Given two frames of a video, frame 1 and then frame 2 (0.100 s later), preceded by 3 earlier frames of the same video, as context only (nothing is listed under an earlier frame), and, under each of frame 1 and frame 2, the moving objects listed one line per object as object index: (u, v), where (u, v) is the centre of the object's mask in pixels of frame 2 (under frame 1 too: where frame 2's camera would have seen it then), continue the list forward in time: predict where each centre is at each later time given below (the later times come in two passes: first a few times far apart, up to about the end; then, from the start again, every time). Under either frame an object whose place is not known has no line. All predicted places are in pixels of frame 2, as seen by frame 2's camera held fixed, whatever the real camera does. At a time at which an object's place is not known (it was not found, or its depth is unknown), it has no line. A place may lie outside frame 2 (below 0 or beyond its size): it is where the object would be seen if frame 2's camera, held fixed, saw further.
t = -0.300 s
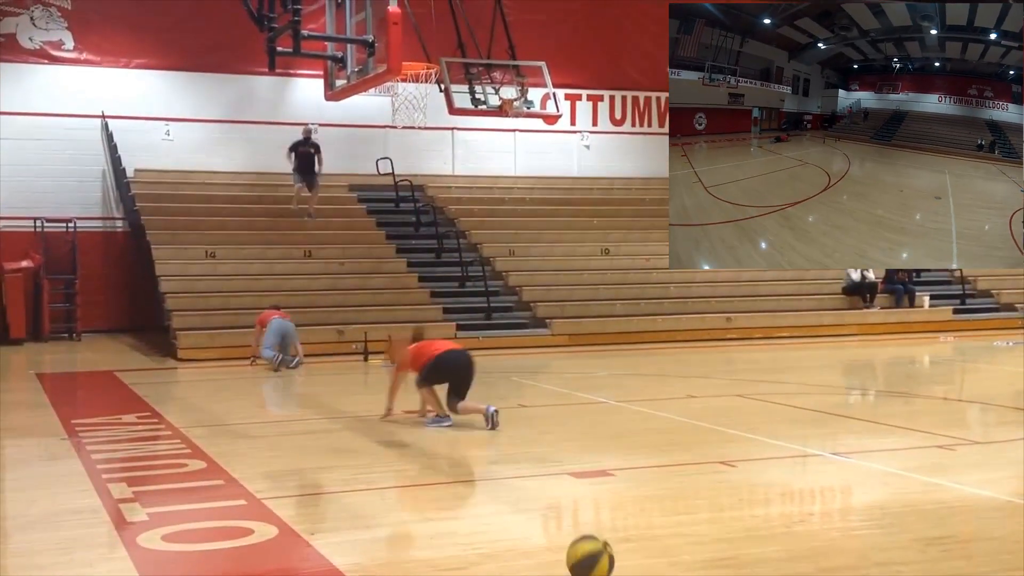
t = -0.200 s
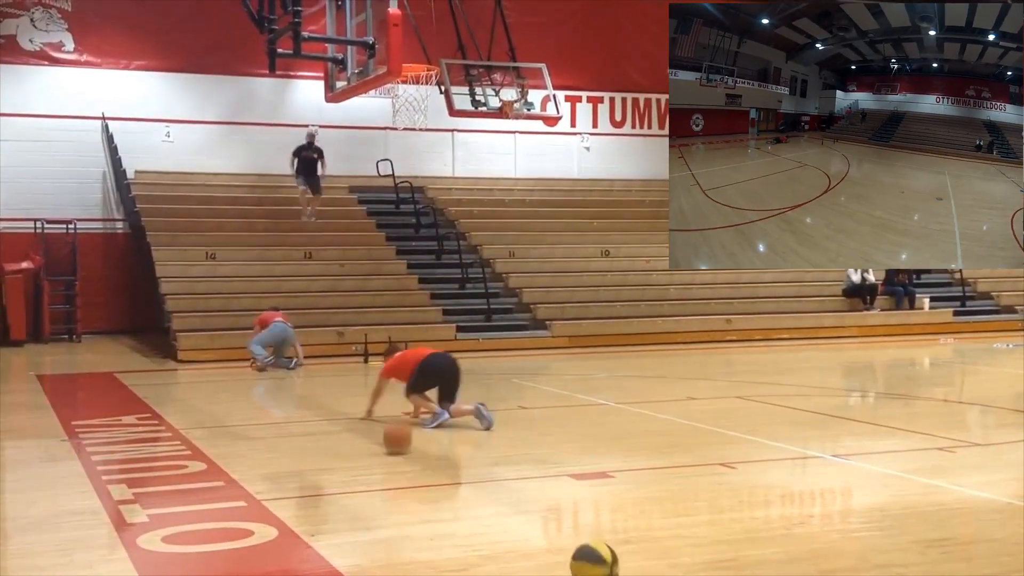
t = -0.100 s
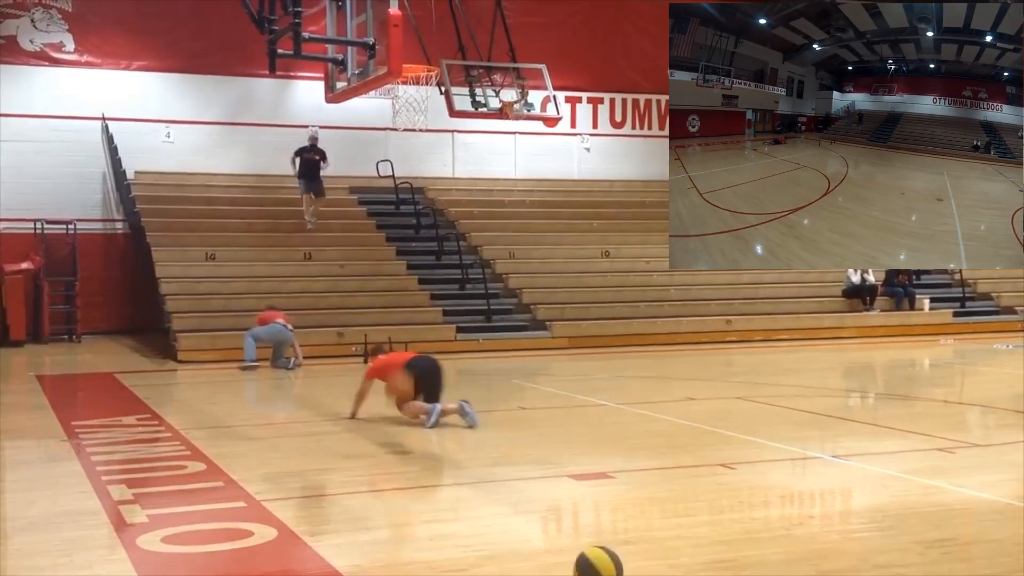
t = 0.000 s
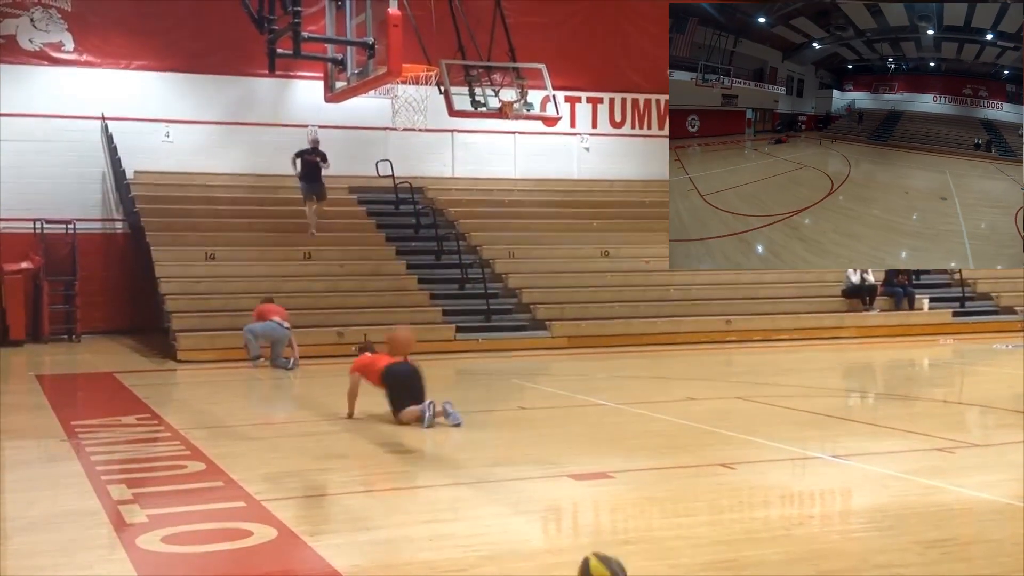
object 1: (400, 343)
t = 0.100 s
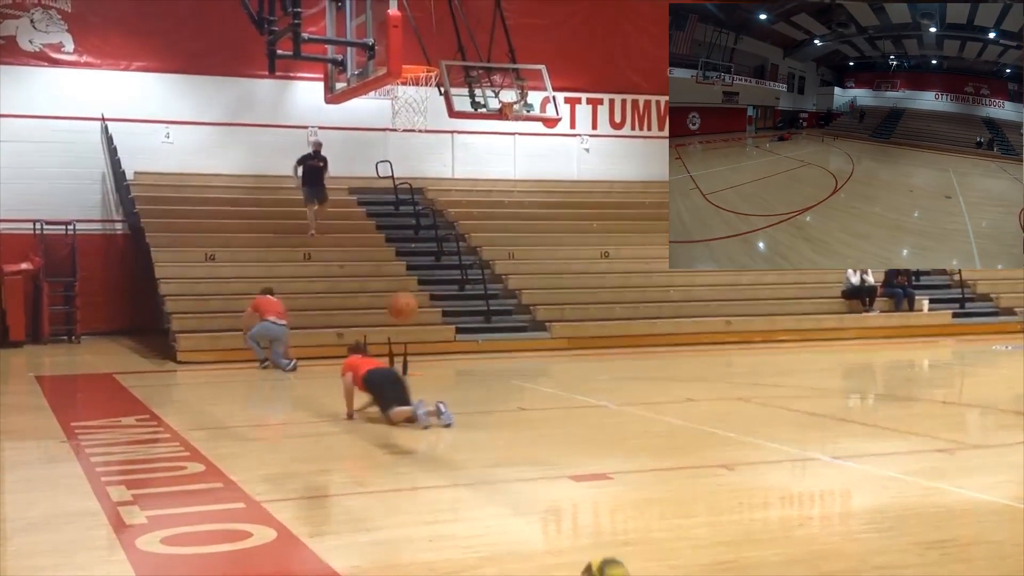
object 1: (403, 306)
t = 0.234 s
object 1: (405, 279)
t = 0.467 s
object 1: (410, 284)
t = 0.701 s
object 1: (416, 365)
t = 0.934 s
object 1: (420, 422)
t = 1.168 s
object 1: (420, 360)
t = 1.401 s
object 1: (421, 370)
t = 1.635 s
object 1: (423, 459)
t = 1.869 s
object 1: (423, 414)
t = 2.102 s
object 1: (423, 424)
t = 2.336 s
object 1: (424, 467)
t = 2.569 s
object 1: (420, 447)
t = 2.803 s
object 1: (417, 488)
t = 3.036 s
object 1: (415, 475)
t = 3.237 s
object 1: (413, 493)
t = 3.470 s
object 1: (409, 507)
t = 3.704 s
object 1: (405, 509)
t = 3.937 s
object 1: (401, 518)
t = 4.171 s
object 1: (395, 531)
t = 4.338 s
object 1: (392, 537)
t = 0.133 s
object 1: (403, 298)
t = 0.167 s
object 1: (404, 290)
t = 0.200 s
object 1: (404, 284)
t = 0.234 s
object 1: (405, 279)
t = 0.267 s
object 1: (406, 276)
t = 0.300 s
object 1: (407, 275)
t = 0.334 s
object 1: (407, 275)
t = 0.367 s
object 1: (408, 275)
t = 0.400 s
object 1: (409, 276)
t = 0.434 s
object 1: (409, 279)
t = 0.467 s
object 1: (410, 284)
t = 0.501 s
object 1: (412, 292)
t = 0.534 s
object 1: (412, 298)
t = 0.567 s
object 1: (414, 309)
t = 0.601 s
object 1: (414, 320)
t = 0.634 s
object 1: (415, 331)
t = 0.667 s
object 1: (415, 348)
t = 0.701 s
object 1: (416, 365)
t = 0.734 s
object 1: (417, 384)
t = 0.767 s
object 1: (417, 398)
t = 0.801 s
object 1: (418, 423)
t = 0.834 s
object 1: (420, 447)
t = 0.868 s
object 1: (420, 453)
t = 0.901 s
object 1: (420, 438)
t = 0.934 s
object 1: (420, 422)
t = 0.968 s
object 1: (420, 410)
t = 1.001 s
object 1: (420, 397)
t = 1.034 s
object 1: (420, 388)
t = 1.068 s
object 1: (420, 378)
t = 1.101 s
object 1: (421, 370)
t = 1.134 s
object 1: (421, 364)
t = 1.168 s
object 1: (420, 360)
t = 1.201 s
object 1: (420, 357)
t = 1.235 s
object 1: (421, 356)
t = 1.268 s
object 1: (421, 355)
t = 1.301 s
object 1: (421, 356)
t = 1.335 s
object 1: (421, 359)
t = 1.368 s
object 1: (420, 363)
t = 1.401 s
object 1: (421, 370)
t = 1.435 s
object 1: (421, 378)
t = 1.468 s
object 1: (421, 389)
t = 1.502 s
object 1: (421, 399)
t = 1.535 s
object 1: (422, 413)
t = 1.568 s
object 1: (422, 426)
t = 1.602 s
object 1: (422, 443)
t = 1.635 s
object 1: (423, 459)
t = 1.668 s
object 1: (422, 469)
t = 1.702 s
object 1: (423, 455)
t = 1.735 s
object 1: (422, 445)
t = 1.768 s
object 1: (423, 435)
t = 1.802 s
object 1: (422, 426)
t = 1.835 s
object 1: (422, 420)
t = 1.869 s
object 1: (423, 414)
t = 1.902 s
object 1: (423, 411)
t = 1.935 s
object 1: (423, 409)
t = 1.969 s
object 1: (423, 409)
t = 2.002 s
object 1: (423, 410)
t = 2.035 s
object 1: (423, 413)
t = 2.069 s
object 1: (423, 417)
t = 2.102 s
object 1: (423, 424)
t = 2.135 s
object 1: (423, 431)
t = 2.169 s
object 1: (424, 442)
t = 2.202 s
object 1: (424, 453)
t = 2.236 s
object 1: (424, 466)
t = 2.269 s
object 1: (424, 482)
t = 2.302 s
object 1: (424, 478)
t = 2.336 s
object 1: (424, 467)
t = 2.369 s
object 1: (423, 460)
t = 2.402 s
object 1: (422, 453)
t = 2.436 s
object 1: (422, 449)
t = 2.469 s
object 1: (421, 446)
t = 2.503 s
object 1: (421, 445)
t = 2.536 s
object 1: (420, 445)
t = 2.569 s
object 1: (420, 447)
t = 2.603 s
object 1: (419, 451)
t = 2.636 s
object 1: (419, 456)
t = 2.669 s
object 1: (418, 464)
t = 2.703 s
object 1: (418, 473)
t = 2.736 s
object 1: (418, 484)
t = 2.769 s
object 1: (417, 495)
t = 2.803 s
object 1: (417, 488)
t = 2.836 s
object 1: (416, 480)
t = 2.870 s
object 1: (416, 475)
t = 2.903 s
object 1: (416, 472)
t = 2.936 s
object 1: (416, 470)
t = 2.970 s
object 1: (416, 470)
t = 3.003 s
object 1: (415, 472)
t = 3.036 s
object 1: (415, 475)
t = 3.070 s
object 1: (414, 481)
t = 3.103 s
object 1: (415, 487)
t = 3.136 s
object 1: (414, 496)
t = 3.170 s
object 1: (414, 505)
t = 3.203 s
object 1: (413, 498)
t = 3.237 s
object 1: (413, 493)
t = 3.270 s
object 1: (412, 489)
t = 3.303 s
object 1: (412, 488)
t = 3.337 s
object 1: (411, 488)
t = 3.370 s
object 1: (410, 490)
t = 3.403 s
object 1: (410, 494)
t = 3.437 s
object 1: (409, 499)
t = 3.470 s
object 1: (409, 507)
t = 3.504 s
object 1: (408, 511)
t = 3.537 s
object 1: (408, 506)
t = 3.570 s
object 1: (407, 503)
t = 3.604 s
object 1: (407, 502)
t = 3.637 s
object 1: (406, 502)
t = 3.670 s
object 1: (405, 504)
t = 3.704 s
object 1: (405, 509)
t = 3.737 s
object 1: (404, 514)
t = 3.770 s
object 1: (404, 520)
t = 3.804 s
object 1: (403, 515)
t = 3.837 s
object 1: (402, 513)
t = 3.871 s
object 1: (402, 513)
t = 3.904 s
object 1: (401, 514)
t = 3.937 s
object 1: (401, 518)
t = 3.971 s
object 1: (400, 523)
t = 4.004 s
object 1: (399, 525)
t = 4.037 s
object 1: (398, 522)
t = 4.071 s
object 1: (397, 521)
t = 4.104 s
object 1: (397, 522)
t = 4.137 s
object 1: (396, 526)
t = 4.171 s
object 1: (395, 531)
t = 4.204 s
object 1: (395, 530)
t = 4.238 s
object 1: (394, 529)
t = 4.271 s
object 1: (393, 530)
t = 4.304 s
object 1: (392, 532)
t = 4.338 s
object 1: (392, 537)
